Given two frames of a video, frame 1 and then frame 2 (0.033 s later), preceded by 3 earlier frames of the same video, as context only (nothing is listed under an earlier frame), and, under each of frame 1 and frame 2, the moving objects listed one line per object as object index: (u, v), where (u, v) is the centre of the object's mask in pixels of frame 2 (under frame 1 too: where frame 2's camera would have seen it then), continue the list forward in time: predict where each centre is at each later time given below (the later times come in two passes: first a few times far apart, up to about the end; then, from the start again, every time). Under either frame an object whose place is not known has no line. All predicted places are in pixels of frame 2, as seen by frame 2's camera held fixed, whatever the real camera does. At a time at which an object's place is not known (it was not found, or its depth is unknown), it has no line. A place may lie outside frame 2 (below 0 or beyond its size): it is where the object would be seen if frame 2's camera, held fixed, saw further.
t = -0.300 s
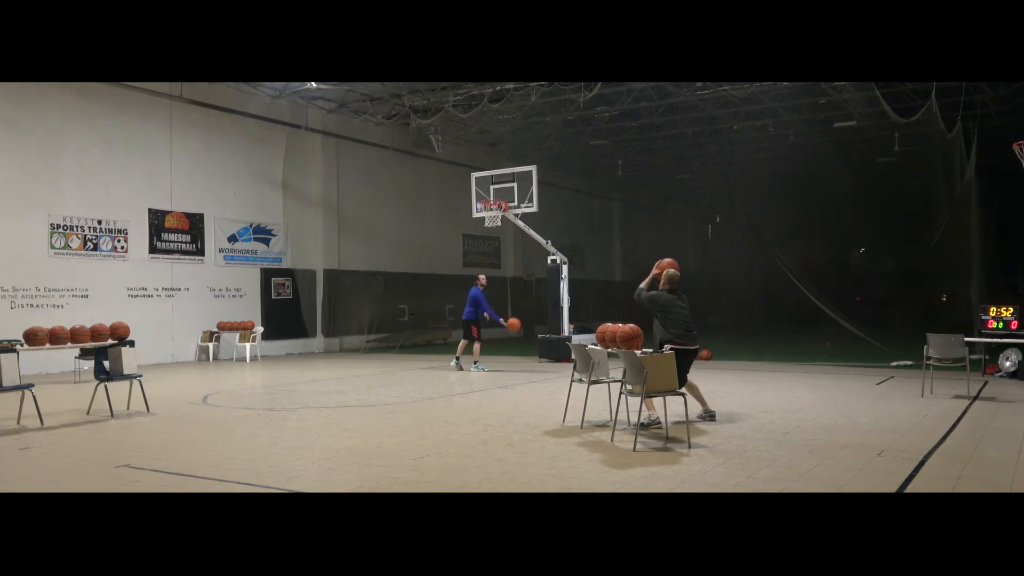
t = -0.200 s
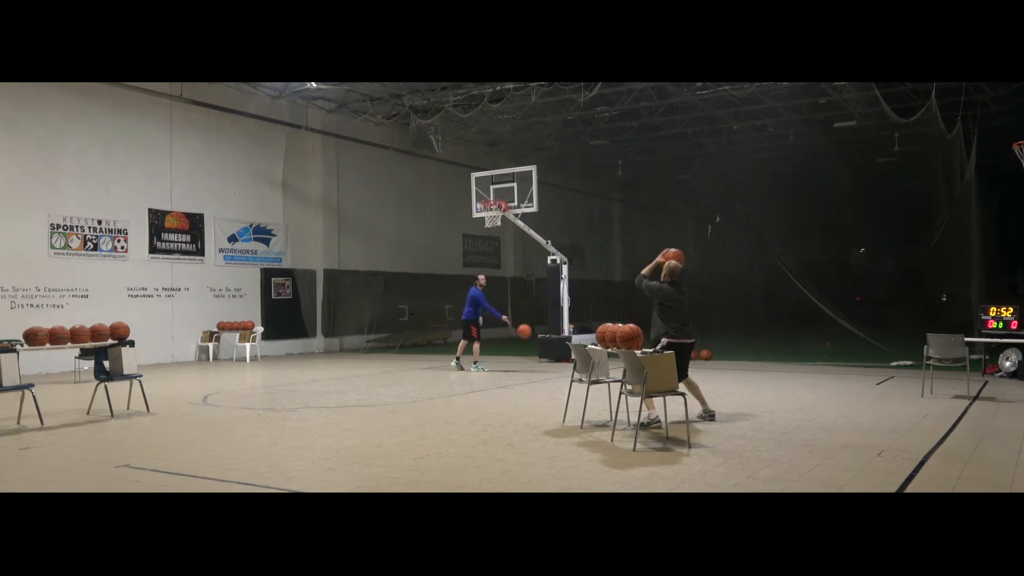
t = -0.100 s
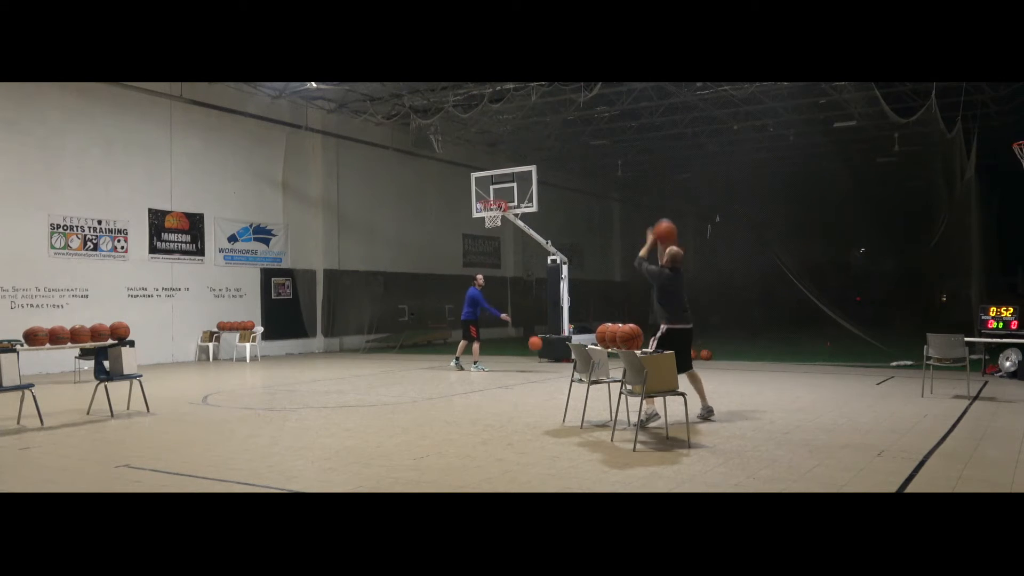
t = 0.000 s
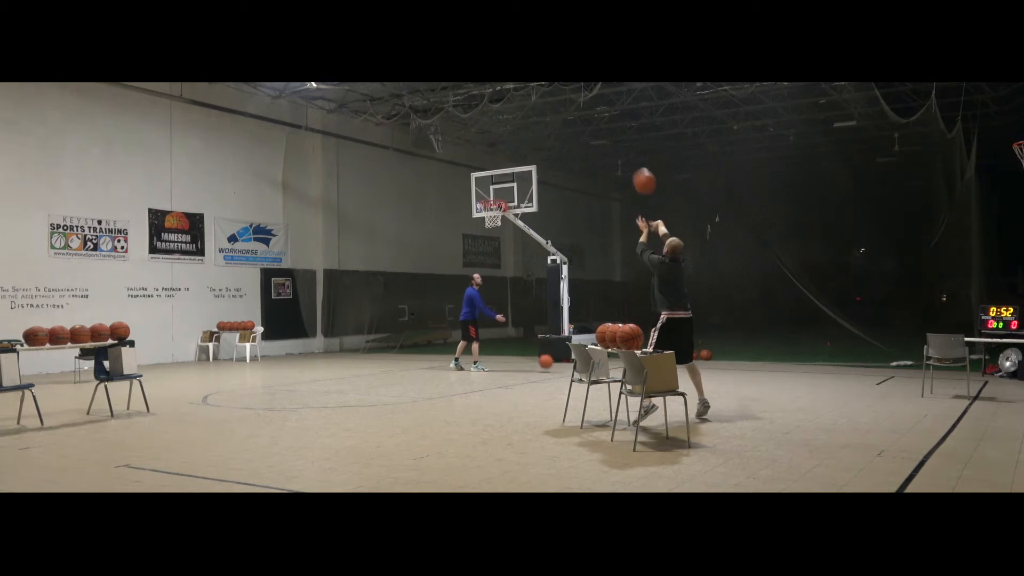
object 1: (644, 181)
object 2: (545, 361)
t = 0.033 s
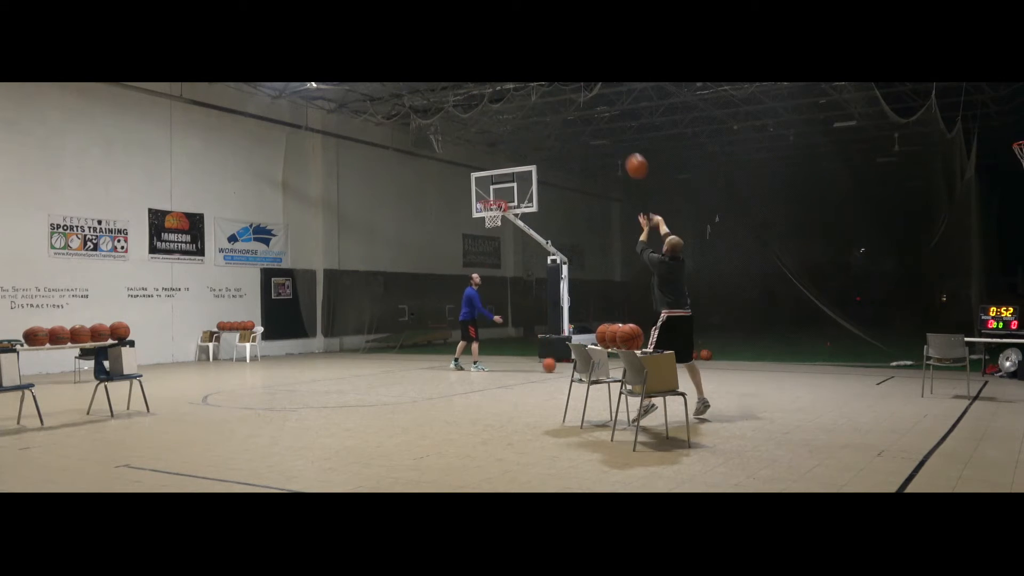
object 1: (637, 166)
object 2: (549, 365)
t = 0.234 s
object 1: (597, 105)
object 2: (566, 341)
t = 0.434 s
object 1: (565, 86)
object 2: (585, 340)
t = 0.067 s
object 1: (629, 153)
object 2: (552, 359)
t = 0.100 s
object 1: (622, 141)
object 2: (555, 354)
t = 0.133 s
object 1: (616, 130)
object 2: (558, 350)
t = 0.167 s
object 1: (609, 120)
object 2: (560, 347)
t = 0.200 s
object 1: (603, 112)
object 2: (563, 344)
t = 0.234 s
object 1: (597, 105)
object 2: (566, 341)
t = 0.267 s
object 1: (591, 99)
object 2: (569, 339)
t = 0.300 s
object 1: (586, 93)
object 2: (573, 338)
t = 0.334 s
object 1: (580, 90)
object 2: (576, 337)
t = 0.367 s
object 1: (575, 88)
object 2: (579, 337)
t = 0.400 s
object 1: (570, 87)
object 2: (582, 338)
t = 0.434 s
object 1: (565, 86)
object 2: (585, 340)
